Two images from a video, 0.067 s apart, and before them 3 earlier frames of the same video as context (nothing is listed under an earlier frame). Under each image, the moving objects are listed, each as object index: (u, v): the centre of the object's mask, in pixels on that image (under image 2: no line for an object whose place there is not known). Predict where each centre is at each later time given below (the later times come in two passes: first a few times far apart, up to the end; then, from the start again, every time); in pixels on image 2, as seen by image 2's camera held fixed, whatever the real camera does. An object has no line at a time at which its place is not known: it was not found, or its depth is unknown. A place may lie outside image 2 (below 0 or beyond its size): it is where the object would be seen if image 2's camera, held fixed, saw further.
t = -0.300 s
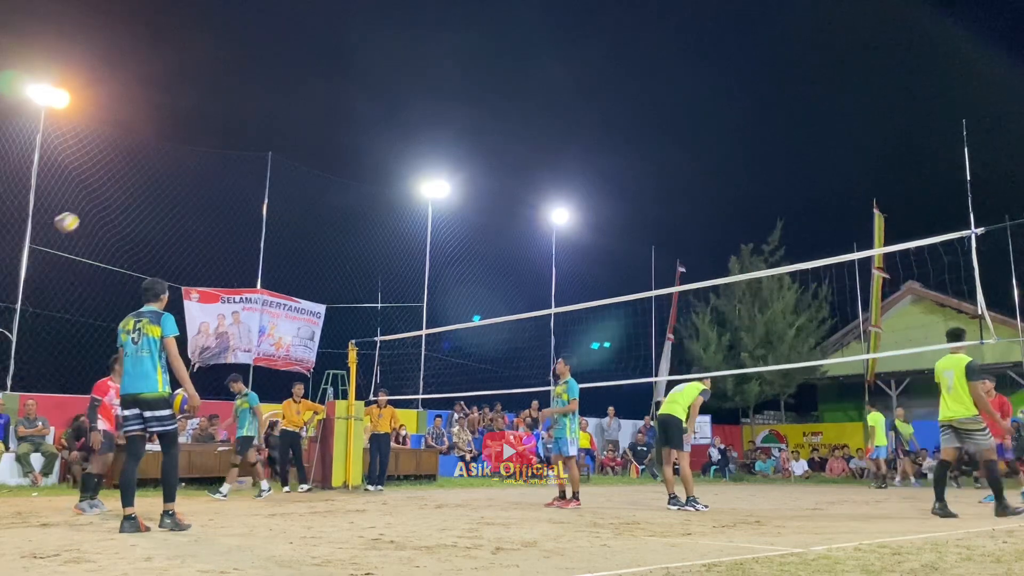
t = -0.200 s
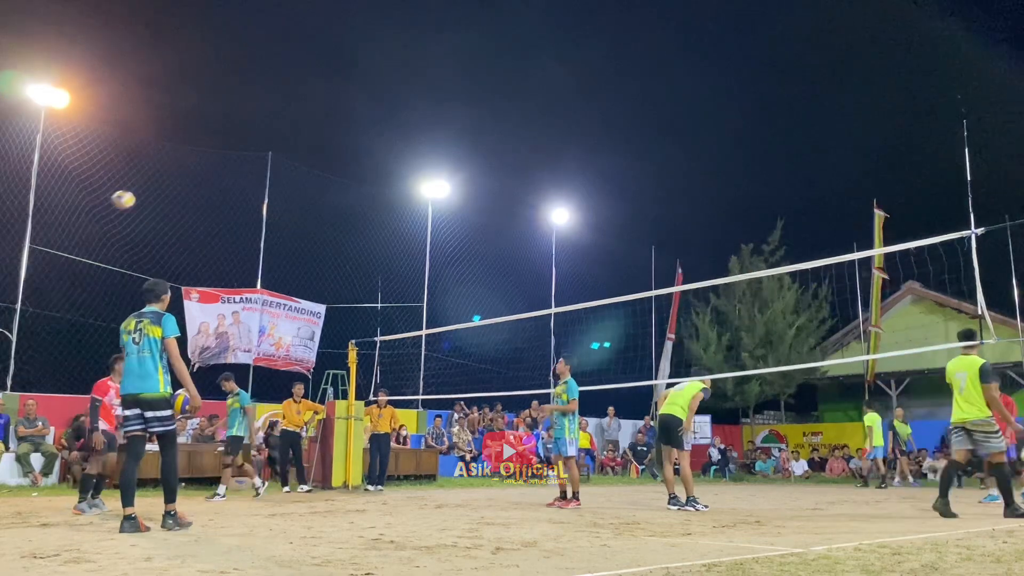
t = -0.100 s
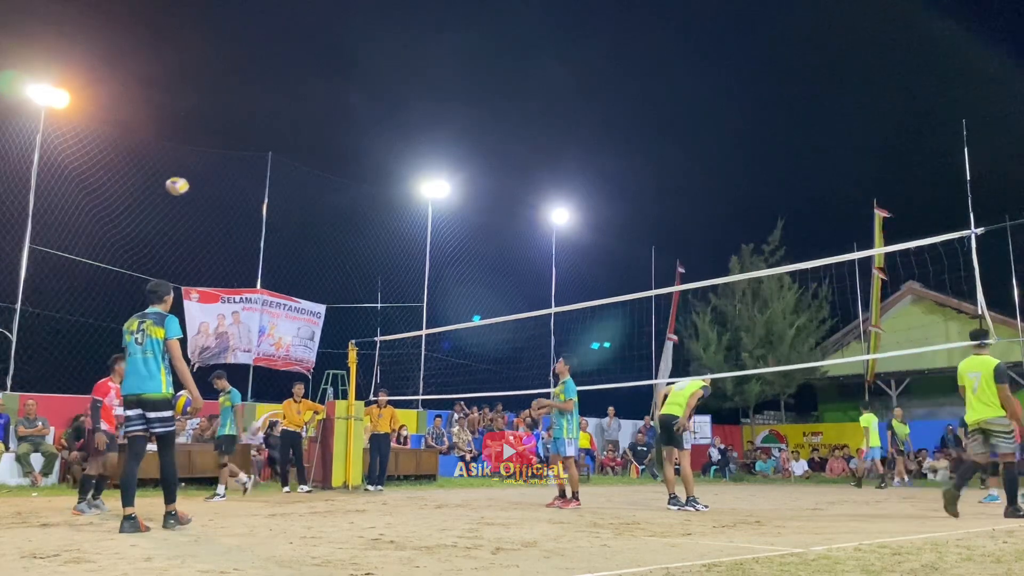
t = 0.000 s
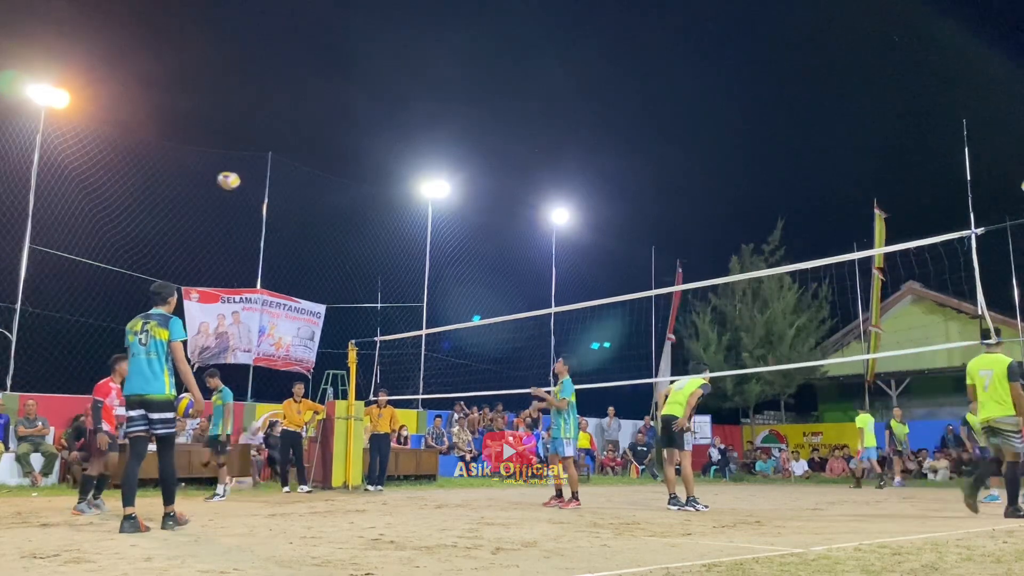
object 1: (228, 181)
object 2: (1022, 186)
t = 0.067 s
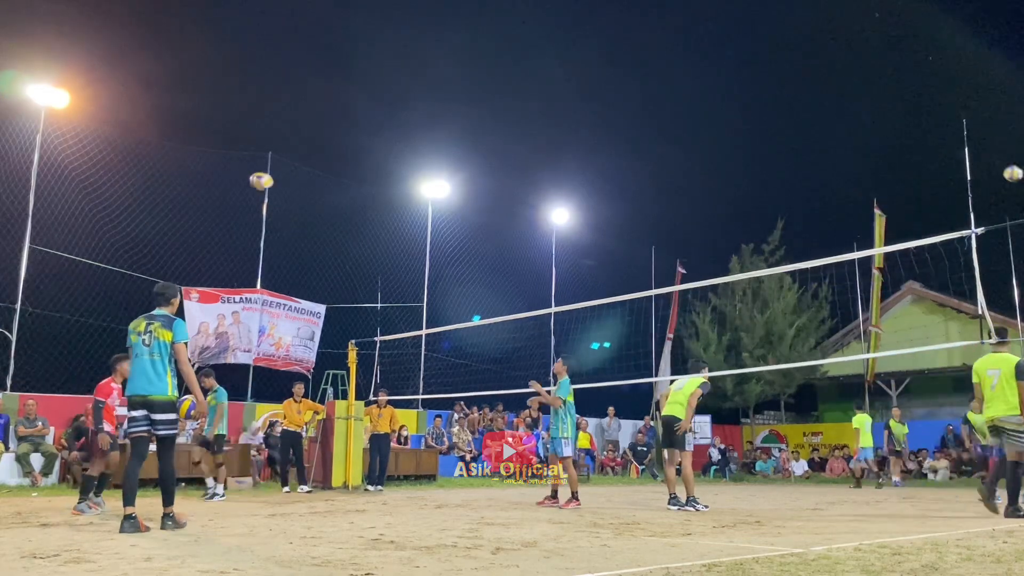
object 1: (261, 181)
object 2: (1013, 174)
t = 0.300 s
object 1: (372, 209)
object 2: (953, 152)
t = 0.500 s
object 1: (460, 262)
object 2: (904, 164)
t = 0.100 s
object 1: (278, 183)
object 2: (1004, 168)
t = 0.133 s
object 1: (294, 185)
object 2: (995, 164)
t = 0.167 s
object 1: (310, 188)
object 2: (986, 160)
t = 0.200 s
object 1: (325, 193)
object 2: (978, 157)
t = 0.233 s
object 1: (341, 197)
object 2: (970, 154)
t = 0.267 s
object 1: (356, 203)
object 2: (961, 153)
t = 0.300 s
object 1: (372, 209)
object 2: (953, 152)
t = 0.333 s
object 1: (386, 216)
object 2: (945, 152)
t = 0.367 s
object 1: (401, 223)
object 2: (937, 153)
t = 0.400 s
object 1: (416, 232)
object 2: (928, 155)
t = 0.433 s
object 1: (431, 241)
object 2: (920, 157)
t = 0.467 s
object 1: (445, 252)
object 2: (912, 160)
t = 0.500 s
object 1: (460, 262)
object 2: (904, 164)
